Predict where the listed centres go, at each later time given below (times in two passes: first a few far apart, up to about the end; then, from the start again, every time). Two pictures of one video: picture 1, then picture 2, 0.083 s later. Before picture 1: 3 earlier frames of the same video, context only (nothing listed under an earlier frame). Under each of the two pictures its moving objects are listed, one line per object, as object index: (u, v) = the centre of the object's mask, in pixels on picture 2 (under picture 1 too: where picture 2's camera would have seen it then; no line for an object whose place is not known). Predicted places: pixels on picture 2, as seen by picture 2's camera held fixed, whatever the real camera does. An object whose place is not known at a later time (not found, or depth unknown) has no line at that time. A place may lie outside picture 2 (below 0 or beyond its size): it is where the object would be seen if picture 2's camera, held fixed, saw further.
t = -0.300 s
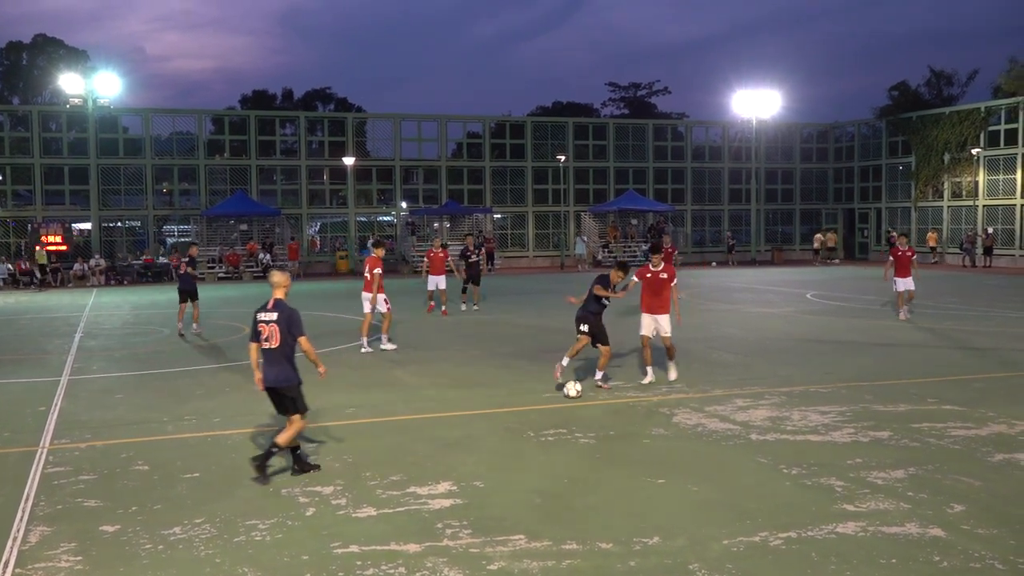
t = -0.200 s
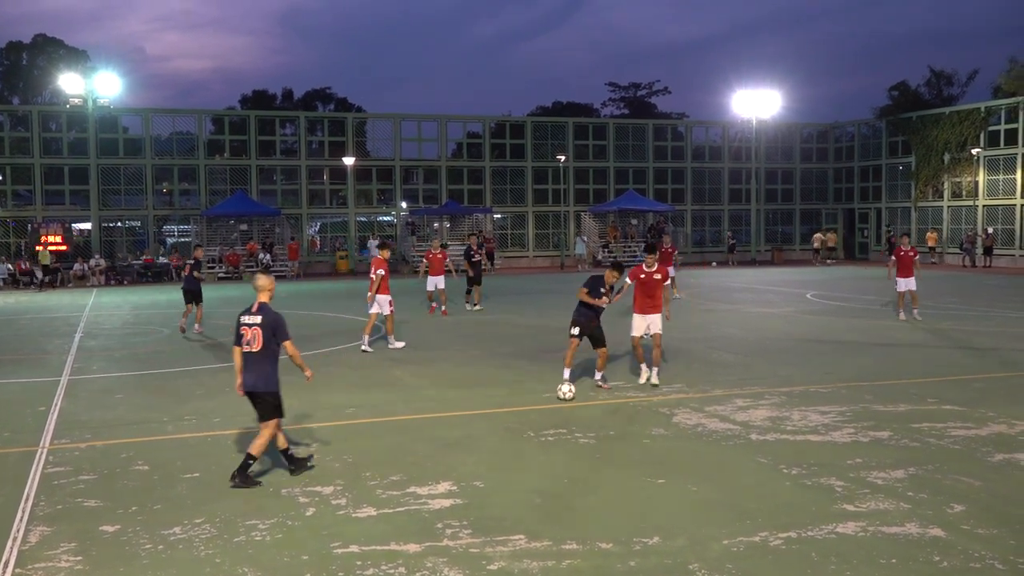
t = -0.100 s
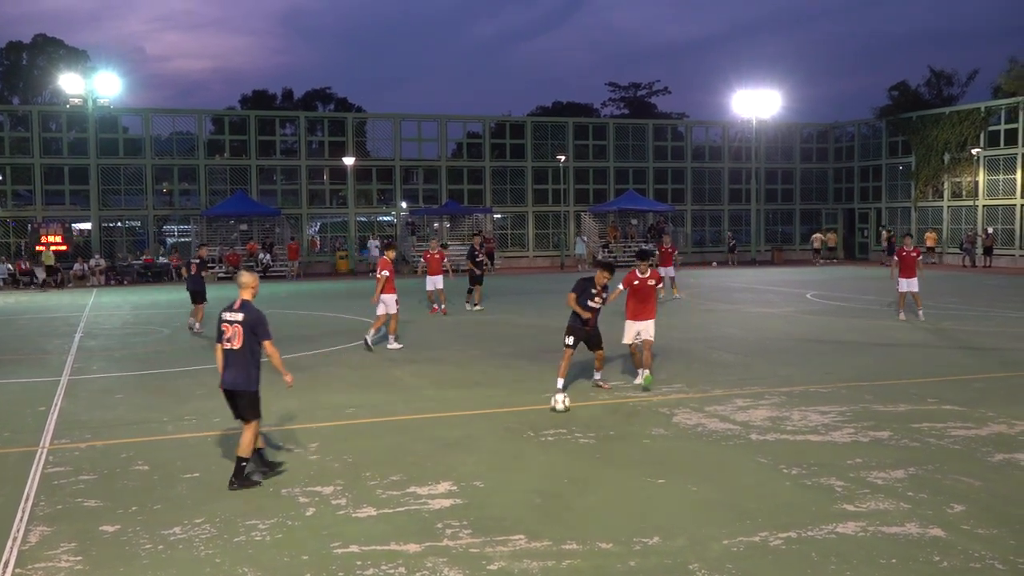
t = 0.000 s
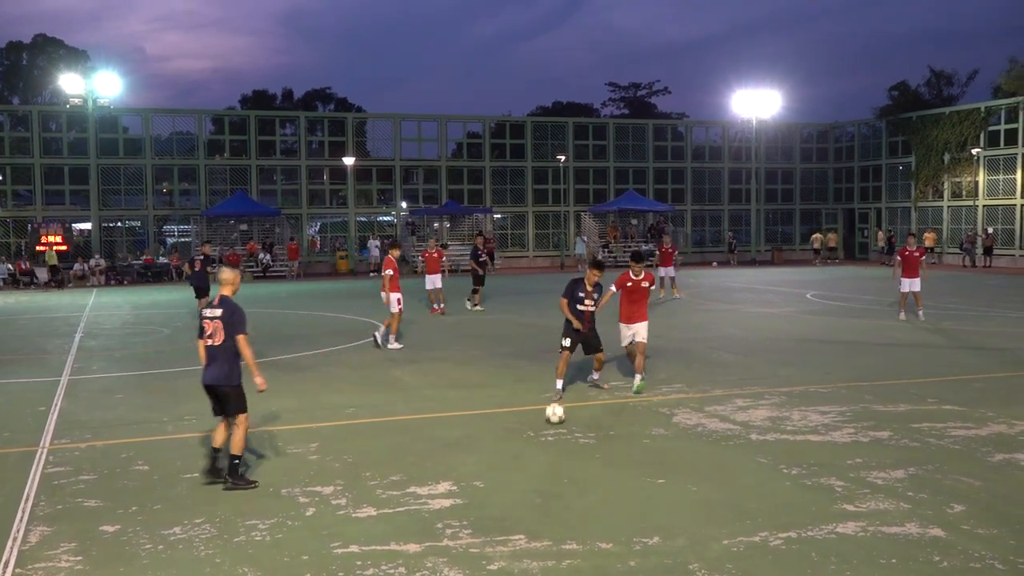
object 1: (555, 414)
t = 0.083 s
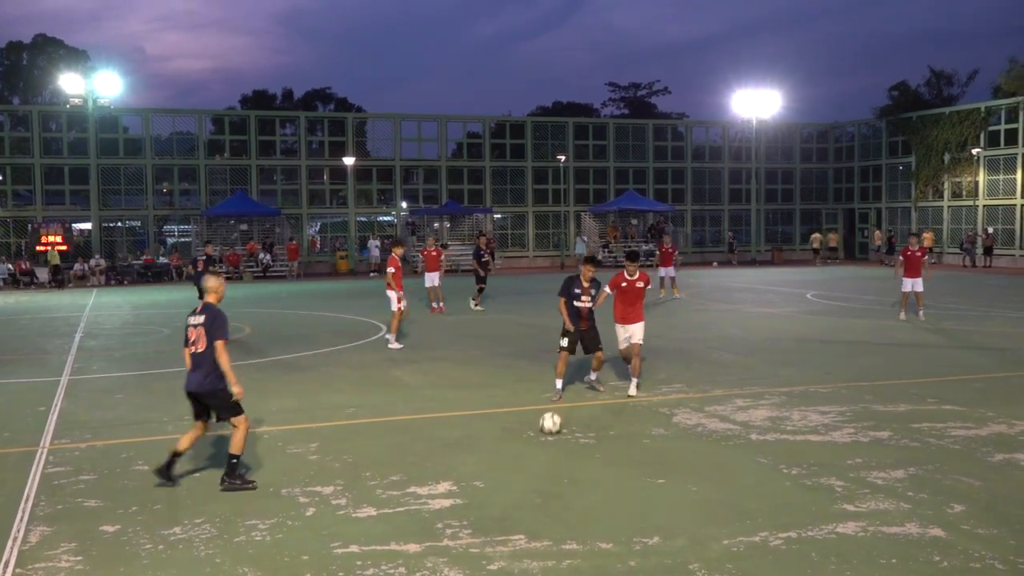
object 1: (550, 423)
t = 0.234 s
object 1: (541, 440)
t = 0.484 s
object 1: (523, 471)
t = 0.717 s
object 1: (503, 504)
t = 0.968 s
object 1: (478, 554)
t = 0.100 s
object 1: (549, 425)
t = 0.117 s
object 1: (548, 427)
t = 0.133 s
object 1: (547, 429)
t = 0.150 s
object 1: (546, 431)
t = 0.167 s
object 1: (545, 433)
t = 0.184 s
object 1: (544, 435)
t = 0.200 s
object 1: (543, 437)
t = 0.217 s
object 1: (542, 439)
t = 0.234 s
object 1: (541, 440)
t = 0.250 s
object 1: (540, 442)
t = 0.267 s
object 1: (539, 444)
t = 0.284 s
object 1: (538, 446)
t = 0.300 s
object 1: (537, 448)
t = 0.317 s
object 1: (535, 450)
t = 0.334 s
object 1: (534, 452)
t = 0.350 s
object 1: (533, 454)
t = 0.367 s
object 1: (532, 456)
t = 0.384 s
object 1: (530, 458)
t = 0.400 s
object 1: (530, 460)
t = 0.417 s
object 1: (528, 462)
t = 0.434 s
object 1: (527, 464)
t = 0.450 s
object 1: (525, 466)
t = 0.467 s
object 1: (524, 469)
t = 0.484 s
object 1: (523, 471)
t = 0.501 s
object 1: (522, 473)
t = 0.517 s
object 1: (520, 475)
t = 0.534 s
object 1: (519, 477)
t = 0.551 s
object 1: (517, 479)
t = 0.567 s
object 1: (516, 481)
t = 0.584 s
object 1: (514, 484)
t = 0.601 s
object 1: (513, 487)
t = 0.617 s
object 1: (512, 490)
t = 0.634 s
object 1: (510, 492)
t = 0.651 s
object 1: (509, 494)
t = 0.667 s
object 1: (507, 496)
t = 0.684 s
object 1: (506, 499)
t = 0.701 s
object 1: (504, 501)
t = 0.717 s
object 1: (503, 504)
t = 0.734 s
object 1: (502, 508)
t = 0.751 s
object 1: (500, 512)
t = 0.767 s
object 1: (498, 514)
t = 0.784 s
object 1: (497, 517)
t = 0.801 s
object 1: (496, 520)
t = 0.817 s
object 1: (494, 522)
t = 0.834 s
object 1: (492, 526)
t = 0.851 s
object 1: (491, 530)
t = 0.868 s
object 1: (489, 533)
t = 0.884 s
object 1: (487, 536)
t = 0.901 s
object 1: (485, 540)
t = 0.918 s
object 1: (483, 544)
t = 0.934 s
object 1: (482, 547)
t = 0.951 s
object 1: (480, 550)
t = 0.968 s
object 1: (478, 554)
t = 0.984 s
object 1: (476, 558)
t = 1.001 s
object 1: (475, 562)
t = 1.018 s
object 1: (472, 566)
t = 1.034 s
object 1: (470, 569)
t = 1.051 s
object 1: (468, 574)
